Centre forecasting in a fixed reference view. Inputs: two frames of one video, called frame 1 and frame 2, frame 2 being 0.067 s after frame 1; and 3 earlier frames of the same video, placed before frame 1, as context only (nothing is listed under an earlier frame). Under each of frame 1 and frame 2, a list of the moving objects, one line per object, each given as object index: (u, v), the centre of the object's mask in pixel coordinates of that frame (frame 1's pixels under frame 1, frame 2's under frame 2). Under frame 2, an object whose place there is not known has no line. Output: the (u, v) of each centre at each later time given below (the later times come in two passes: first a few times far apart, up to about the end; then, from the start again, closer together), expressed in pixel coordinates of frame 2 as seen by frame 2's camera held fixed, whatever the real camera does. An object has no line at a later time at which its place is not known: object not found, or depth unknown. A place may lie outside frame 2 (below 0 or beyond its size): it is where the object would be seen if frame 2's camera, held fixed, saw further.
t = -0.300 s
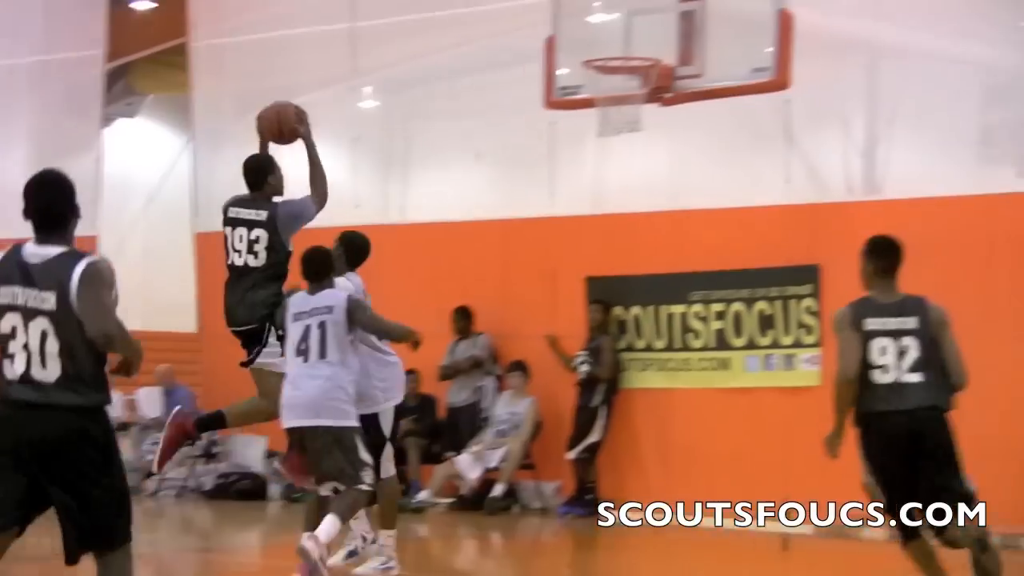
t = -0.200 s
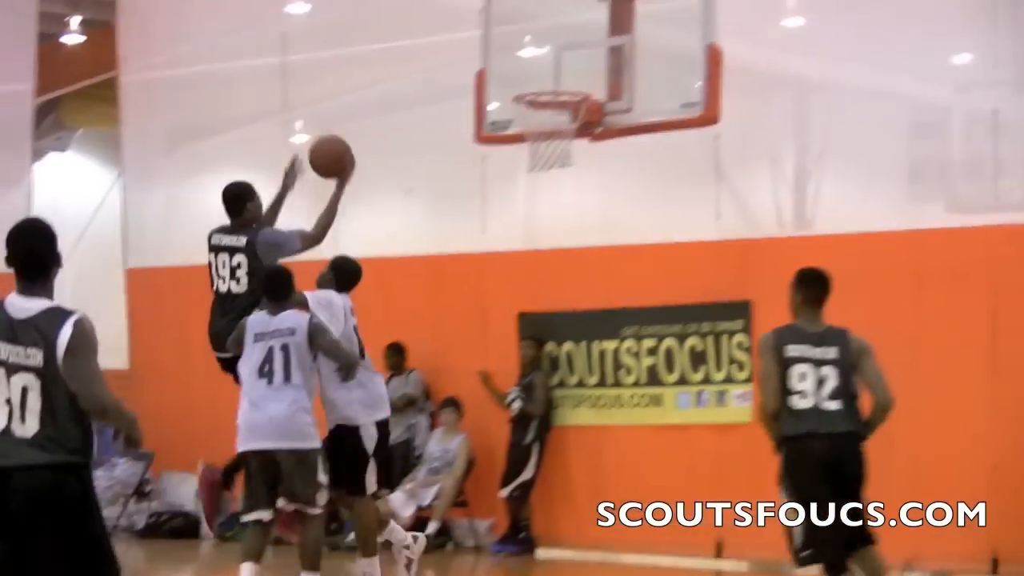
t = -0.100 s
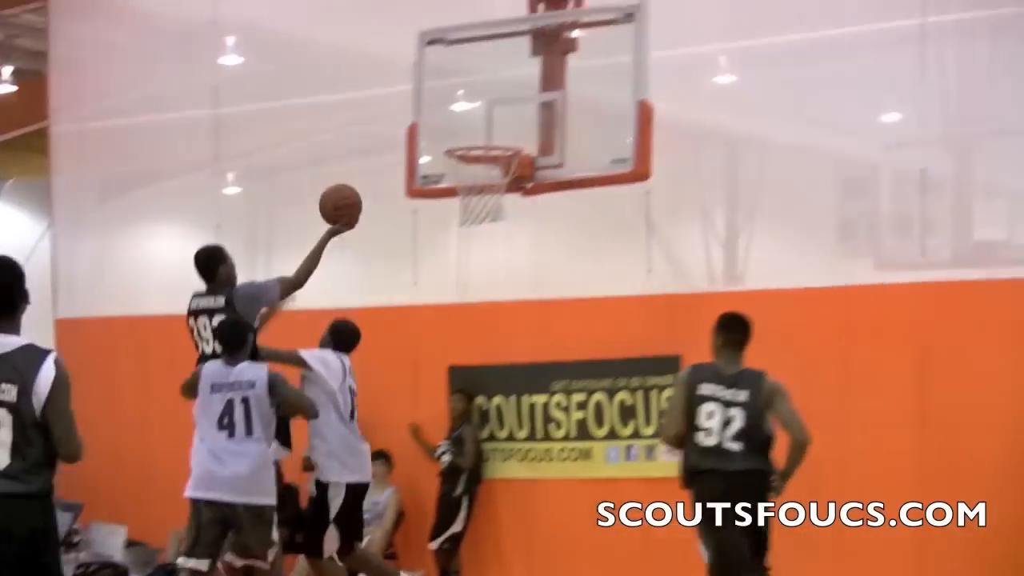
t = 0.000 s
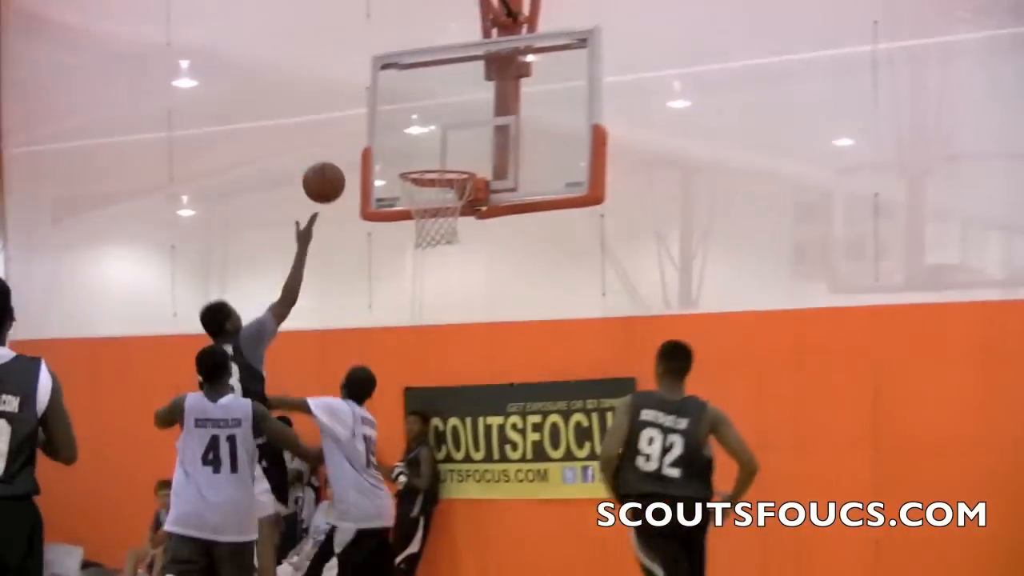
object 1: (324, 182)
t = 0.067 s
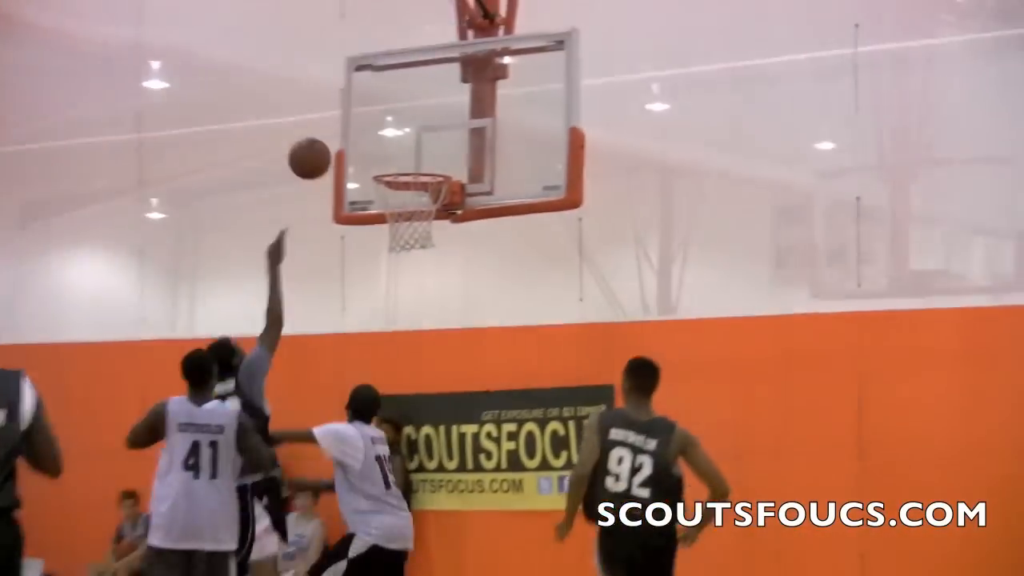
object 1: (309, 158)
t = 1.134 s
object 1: (430, 158)
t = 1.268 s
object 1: (417, 182)
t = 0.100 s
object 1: (317, 148)
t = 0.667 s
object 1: (403, 158)
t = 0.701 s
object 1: (407, 160)
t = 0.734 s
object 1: (411, 156)
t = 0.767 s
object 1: (415, 151)
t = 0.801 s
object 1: (420, 146)
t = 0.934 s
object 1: (437, 141)
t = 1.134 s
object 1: (430, 158)
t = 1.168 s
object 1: (428, 163)
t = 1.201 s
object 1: (425, 164)
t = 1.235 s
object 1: (421, 176)
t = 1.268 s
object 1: (417, 182)
